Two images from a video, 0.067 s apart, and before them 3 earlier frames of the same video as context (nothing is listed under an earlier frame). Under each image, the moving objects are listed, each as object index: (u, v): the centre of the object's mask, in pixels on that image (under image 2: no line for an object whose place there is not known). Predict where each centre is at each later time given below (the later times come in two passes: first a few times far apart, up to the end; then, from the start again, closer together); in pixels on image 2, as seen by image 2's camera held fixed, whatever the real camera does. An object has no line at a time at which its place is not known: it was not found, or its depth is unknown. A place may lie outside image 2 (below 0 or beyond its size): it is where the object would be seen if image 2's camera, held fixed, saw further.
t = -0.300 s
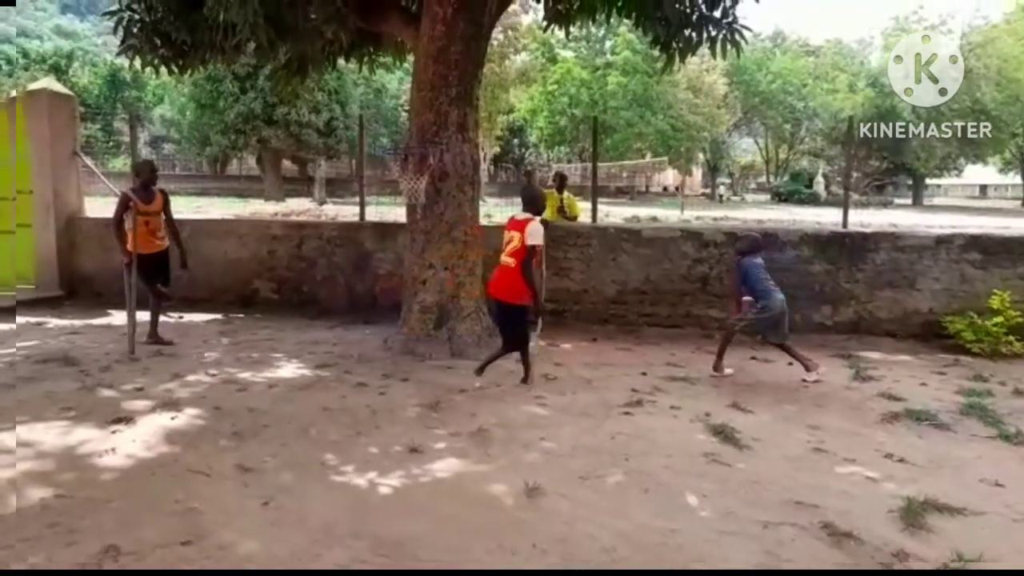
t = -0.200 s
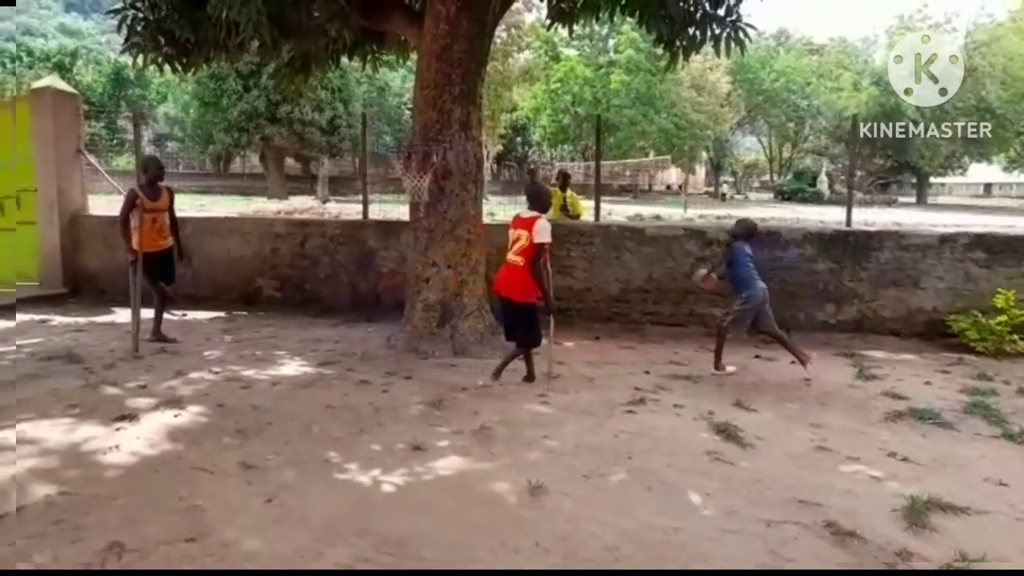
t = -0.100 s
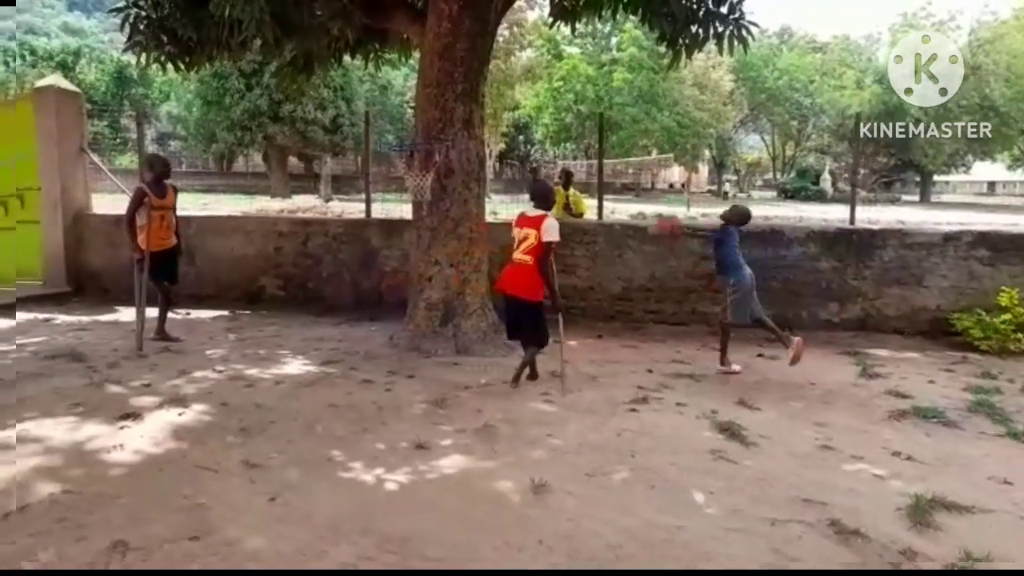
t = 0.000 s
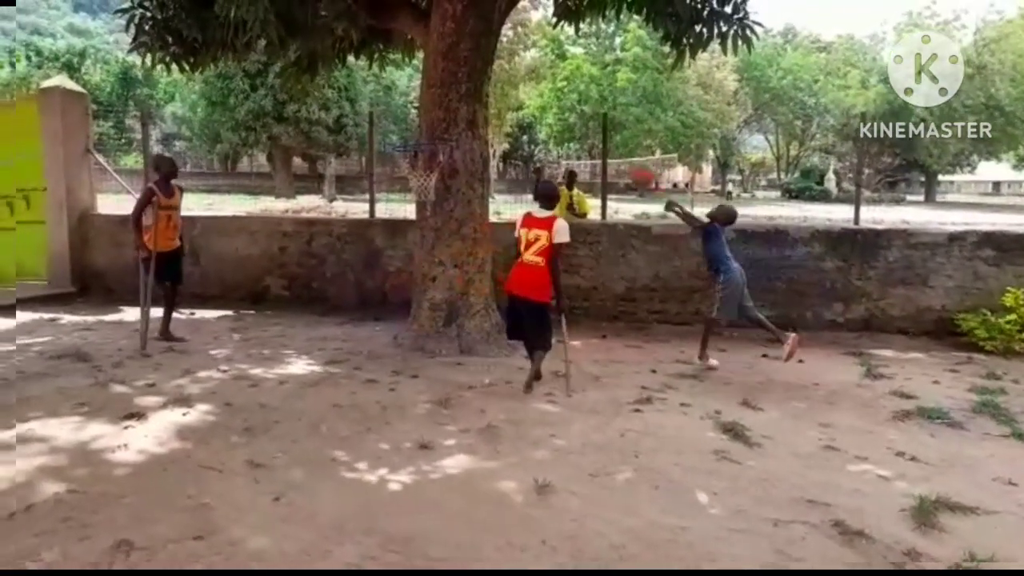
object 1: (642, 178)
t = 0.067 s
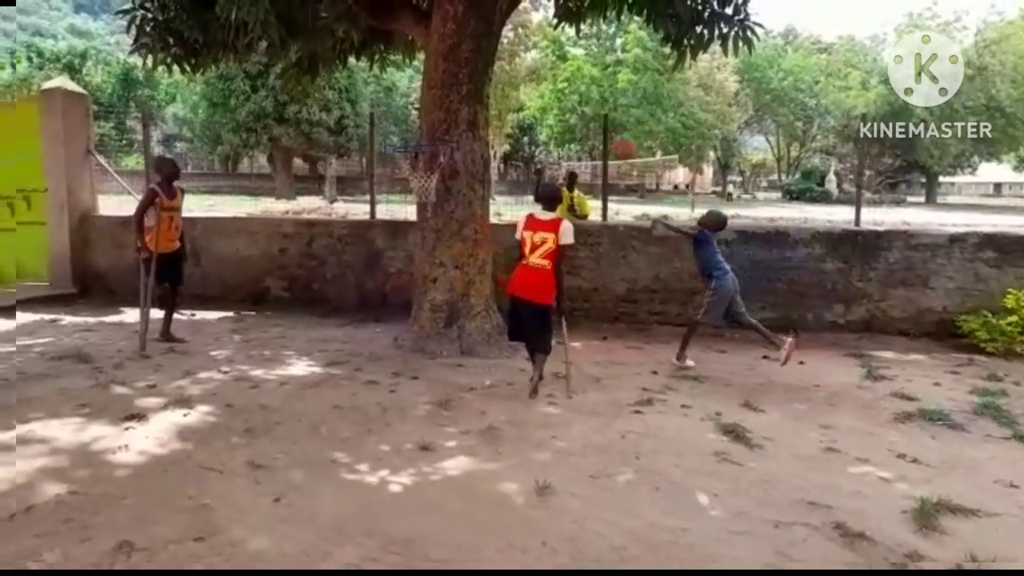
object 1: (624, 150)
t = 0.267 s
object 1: (559, 97)
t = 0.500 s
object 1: (484, 97)
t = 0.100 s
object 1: (614, 137)
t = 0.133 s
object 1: (602, 126)
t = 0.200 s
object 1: (582, 109)
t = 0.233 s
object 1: (570, 102)
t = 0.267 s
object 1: (559, 97)
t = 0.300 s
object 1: (548, 92)
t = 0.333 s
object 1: (538, 89)
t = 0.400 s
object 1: (517, 89)
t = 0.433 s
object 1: (511, 90)
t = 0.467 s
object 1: (498, 94)
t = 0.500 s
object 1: (484, 97)
